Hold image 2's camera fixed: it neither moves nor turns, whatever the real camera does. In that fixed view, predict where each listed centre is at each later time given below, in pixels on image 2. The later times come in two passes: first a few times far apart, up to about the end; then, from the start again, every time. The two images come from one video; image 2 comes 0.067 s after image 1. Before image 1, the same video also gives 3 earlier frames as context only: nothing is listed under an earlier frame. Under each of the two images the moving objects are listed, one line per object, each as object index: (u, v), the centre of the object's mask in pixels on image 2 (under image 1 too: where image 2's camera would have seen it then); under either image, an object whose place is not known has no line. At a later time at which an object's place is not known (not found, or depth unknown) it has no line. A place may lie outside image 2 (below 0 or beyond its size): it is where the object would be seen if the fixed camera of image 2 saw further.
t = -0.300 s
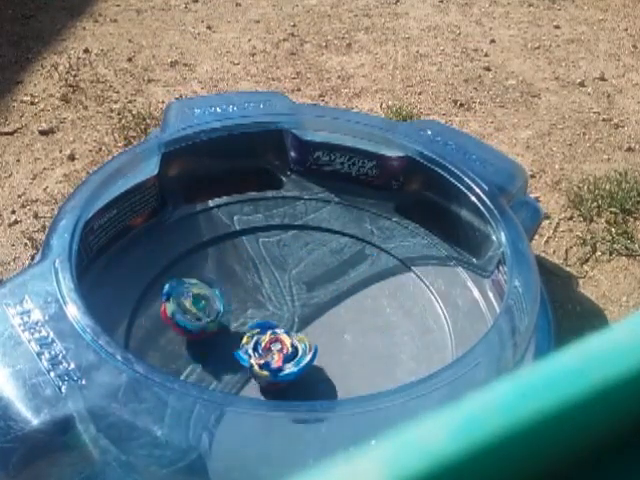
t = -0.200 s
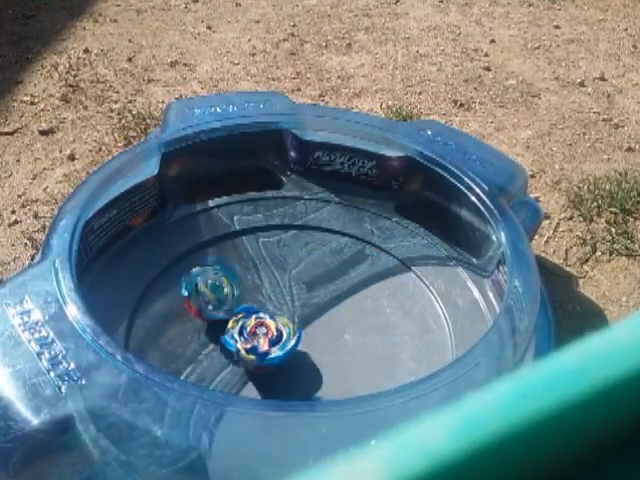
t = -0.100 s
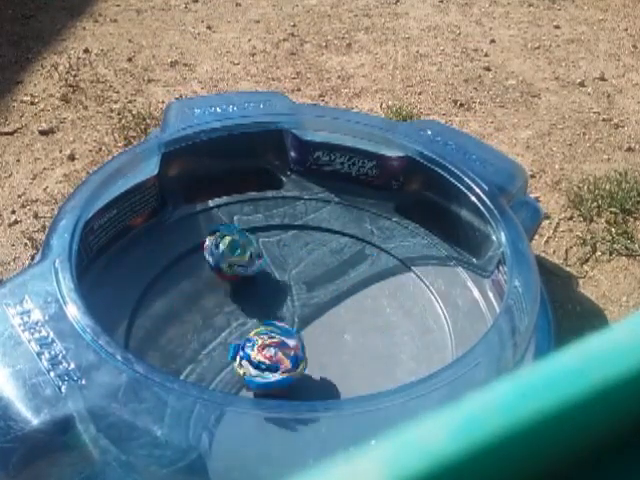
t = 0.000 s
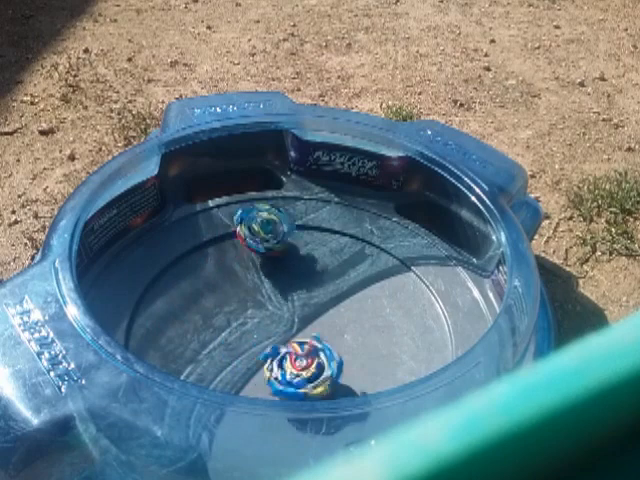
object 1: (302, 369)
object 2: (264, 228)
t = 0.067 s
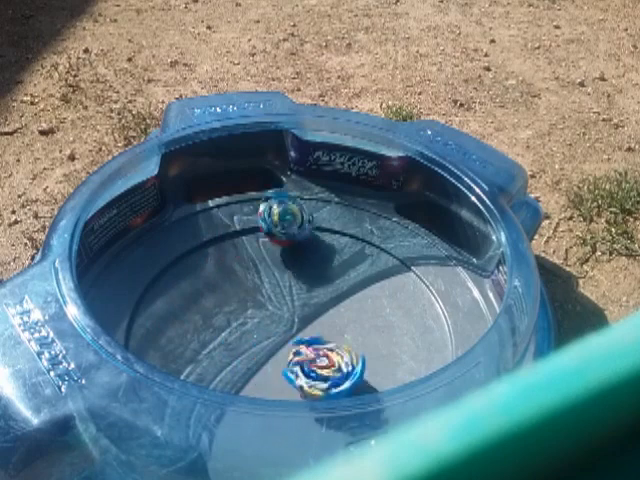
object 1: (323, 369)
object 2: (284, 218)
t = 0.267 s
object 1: (358, 334)
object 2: (346, 237)
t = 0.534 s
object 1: (298, 307)
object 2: (422, 281)
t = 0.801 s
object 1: (262, 350)
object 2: (426, 364)
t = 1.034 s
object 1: (321, 362)
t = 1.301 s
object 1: (319, 309)
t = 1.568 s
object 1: (267, 322)
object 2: (157, 349)
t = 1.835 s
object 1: (308, 356)
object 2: (172, 281)
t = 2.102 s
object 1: (340, 323)
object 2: (252, 245)
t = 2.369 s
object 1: (290, 319)
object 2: (340, 259)
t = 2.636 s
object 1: (296, 357)
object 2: (409, 309)
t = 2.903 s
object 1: (329, 334)
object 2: (422, 380)
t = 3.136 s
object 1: (293, 319)
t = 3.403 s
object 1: (282, 345)
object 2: (254, 387)
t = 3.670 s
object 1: (325, 339)
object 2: (207, 336)
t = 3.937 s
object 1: (313, 313)
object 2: (241, 275)
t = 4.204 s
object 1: (297, 339)
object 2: (313, 259)
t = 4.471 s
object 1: (327, 350)
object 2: (373, 292)
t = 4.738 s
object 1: (290, 348)
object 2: (405, 352)
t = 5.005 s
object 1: (265, 351)
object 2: (348, 387)
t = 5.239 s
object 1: (286, 326)
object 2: (268, 393)
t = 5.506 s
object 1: (316, 311)
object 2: (250, 367)
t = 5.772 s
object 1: (347, 344)
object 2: (223, 284)
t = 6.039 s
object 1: (350, 369)
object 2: (213, 277)
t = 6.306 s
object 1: (337, 376)
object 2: (218, 299)
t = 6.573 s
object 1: (340, 374)
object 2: (229, 292)
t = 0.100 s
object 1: (334, 366)
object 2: (295, 223)
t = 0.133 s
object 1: (342, 361)
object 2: (304, 225)
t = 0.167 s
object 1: (350, 357)
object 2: (315, 227)
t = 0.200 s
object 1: (356, 349)
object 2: (326, 231)
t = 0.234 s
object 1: (357, 342)
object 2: (336, 235)
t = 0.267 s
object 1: (358, 334)
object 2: (346, 237)
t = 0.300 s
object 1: (354, 325)
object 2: (357, 239)
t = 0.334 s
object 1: (349, 320)
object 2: (368, 242)
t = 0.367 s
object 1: (344, 313)
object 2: (380, 246)
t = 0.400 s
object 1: (335, 309)
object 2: (388, 251)
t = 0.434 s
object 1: (326, 307)
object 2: (395, 257)
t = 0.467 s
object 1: (317, 305)
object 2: (402, 265)
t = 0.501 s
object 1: (306, 305)
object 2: (412, 272)
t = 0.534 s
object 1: (298, 307)
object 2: (422, 281)
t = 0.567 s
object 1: (288, 308)
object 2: (424, 290)
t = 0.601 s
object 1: (278, 313)
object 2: (429, 303)
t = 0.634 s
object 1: (272, 317)
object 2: (434, 313)
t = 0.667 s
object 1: (264, 322)
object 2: (436, 324)
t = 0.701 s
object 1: (261, 329)
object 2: (436, 335)
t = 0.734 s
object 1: (260, 335)
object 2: (435, 343)
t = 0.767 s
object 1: (259, 343)
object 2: (430, 351)
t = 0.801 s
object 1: (262, 350)
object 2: (426, 364)
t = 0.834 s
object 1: (267, 356)
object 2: (424, 379)
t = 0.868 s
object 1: (274, 362)
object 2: (418, 385)
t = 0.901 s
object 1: (282, 364)
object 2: (410, 393)
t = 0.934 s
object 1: (292, 367)
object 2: (401, 402)
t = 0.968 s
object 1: (303, 366)
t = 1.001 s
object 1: (312, 366)
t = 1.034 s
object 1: (321, 362)
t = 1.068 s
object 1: (327, 357)
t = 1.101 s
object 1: (333, 350)
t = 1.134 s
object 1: (336, 344)
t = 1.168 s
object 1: (338, 336)
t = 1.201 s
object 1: (334, 323)
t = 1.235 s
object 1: (331, 317)
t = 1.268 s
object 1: (325, 313)
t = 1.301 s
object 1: (319, 309)
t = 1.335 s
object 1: (310, 305)
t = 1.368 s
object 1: (302, 304)
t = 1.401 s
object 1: (294, 305)
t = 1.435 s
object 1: (286, 305)
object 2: (174, 397)
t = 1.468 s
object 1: (279, 309)
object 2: (160, 389)
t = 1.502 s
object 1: (273, 312)
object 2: (173, 365)
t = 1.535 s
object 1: (271, 318)
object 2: (161, 356)
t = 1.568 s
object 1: (267, 322)
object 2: (157, 349)
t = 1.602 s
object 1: (267, 328)
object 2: (151, 341)
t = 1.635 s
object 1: (268, 335)
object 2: (152, 334)
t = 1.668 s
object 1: (271, 340)
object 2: (149, 327)
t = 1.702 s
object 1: (277, 346)
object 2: (153, 318)
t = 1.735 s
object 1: (282, 350)
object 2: (156, 308)
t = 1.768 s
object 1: (291, 354)
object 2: (159, 297)
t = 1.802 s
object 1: (299, 356)
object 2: (167, 290)
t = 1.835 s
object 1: (308, 356)
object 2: (172, 281)
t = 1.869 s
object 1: (319, 357)
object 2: (182, 275)
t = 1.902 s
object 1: (325, 355)
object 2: (189, 269)
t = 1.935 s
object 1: (332, 349)
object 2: (199, 263)
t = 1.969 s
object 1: (338, 344)
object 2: (209, 259)
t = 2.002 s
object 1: (342, 339)
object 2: (219, 253)
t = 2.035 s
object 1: (342, 332)
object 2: (229, 250)
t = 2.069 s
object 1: (343, 327)
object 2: (240, 247)
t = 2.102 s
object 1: (340, 323)
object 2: (252, 245)
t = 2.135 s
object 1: (337, 318)
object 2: (263, 245)
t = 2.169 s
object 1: (332, 315)
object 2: (274, 245)
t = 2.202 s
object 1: (325, 313)
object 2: (285, 247)
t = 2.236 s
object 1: (318, 311)
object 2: (295, 247)
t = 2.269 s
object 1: (310, 311)
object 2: (308, 249)
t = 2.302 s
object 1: (304, 313)
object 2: (318, 253)
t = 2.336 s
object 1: (297, 316)
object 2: (330, 255)
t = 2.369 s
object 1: (290, 319)
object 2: (340, 259)
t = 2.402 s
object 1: (287, 323)
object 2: (350, 264)
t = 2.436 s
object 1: (285, 328)
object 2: (361, 268)
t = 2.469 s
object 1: (282, 334)
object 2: (369, 272)
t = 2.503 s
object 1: (280, 338)
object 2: (379, 278)
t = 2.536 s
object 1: (282, 344)
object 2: (386, 286)
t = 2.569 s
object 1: (286, 350)
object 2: (394, 291)
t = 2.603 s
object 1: (290, 354)
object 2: (402, 300)
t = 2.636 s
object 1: (296, 357)
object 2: (409, 309)
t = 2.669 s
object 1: (303, 359)
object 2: (416, 316)
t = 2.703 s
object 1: (311, 359)
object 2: (420, 326)
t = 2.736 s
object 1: (318, 358)
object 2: (423, 337)
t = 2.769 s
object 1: (324, 355)
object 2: (427, 344)
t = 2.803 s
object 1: (329, 350)
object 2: (426, 350)
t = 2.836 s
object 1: (330, 345)
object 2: (431, 369)
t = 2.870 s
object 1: (330, 338)
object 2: (429, 375)
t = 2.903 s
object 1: (329, 334)
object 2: (422, 380)
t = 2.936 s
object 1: (326, 329)
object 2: (415, 382)
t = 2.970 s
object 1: (322, 325)
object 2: (411, 397)
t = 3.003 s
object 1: (317, 323)
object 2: (400, 400)
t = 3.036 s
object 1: (313, 321)
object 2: (391, 408)
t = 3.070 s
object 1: (306, 320)
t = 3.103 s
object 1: (300, 319)
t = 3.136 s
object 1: (293, 319)
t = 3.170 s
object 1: (287, 321)
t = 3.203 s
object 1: (282, 323)
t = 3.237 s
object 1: (279, 326)
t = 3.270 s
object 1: (277, 330)
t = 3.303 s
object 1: (276, 335)
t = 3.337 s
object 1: (276, 339)
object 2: (270, 420)
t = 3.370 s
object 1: (278, 342)
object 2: (260, 413)
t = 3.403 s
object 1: (282, 345)
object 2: (254, 387)
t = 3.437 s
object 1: (287, 348)
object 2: (242, 384)
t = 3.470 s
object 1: (294, 350)
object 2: (232, 379)
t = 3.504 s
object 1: (300, 350)
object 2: (228, 372)
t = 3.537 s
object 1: (306, 349)
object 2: (220, 369)
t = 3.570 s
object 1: (313, 348)
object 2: (214, 362)
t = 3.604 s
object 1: (317, 344)
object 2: (211, 354)
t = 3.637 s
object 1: (320, 342)
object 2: (209, 345)
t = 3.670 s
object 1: (325, 339)
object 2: (207, 336)
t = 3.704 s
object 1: (327, 334)
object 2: (209, 326)
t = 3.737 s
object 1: (328, 330)
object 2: (211, 318)
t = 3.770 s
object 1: (329, 327)
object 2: (214, 309)
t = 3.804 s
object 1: (328, 322)
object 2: (217, 301)
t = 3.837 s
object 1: (326, 319)
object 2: (222, 294)
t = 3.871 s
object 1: (323, 317)
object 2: (226, 288)
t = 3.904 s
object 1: (318, 315)
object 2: (234, 280)
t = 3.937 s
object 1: (313, 313)
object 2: (241, 275)
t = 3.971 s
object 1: (307, 314)
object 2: (249, 272)
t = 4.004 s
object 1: (303, 316)
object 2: (258, 266)
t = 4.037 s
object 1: (299, 319)
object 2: (266, 262)
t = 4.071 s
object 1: (296, 322)
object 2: (275, 260)
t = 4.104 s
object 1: (293, 326)
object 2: (284, 258)
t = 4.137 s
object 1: (294, 331)
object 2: (294, 259)
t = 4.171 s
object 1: (295, 335)
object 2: (303, 258)
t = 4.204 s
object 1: (297, 339)
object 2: (313, 259)
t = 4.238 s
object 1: (300, 343)
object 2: (322, 260)
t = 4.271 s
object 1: (302, 346)
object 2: (331, 263)
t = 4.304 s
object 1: (306, 349)
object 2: (340, 266)
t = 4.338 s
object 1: (311, 351)
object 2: (347, 269)
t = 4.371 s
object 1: (315, 352)
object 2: (355, 275)
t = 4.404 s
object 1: (320, 352)
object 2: (362, 280)
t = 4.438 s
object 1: (323, 351)
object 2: (368, 287)
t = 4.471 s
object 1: (327, 350)
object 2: (373, 292)
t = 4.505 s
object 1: (329, 347)
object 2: (379, 299)
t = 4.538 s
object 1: (330, 344)
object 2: (383, 306)
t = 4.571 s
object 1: (321, 344)
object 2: (391, 313)
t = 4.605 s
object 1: (316, 345)
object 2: (397, 320)
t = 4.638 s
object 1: (309, 346)
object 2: (400, 327)
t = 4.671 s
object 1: (302, 347)
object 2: (402, 337)
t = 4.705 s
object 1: (298, 348)
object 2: (405, 345)
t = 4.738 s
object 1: (290, 348)
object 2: (405, 352)
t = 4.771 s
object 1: (286, 349)
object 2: (401, 358)
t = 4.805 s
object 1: (279, 350)
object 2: (398, 363)
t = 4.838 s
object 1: (275, 351)
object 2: (392, 369)
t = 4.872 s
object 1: (271, 351)
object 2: (387, 373)
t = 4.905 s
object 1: (267, 350)
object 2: (380, 377)
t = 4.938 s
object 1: (265, 351)
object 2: (367, 381)
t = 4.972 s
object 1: (264, 350)
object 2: (359, 385)
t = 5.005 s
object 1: (265, 351)
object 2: (348, 387)
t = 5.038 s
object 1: (266, 349)
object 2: (334, 390)
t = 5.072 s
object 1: (269, 349)
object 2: (325, 390)
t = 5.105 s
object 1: (271, 346)
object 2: (312, 389)
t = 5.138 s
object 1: (273, 343)
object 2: (304, 389)
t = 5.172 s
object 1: (277, 333)
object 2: (292, 392)
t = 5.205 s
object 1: (282, 328)
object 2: (277, 393)
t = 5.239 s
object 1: (286, 326)
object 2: (268, 393)
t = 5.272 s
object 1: (287, 323)
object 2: (256, 391)
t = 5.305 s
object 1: (289, 319)
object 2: (250, 387)
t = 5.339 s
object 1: (292, 315)
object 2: (247, 384)
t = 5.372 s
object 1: (298, 312)
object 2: (244, 381)
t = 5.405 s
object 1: (304, 311)
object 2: (245, 378)
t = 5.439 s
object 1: (309, 311)
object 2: (244, 374)
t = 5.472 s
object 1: (312, 312)
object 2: (246, 370)
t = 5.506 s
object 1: (316, 311)
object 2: (250, 367)
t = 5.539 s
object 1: (323, 313)
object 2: (254, 360)
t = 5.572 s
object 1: (327, 317)
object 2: (260, 352)
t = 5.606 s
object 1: (330, 321)
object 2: (263, 342)
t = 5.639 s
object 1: (338, 326)
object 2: (254, 329)
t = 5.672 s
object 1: (342, 330)
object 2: (244, 319)
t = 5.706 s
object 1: (344, 334)
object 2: (236, 305)
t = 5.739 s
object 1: (346, 339)
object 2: (232, 295)
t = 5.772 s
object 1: (347, 344)
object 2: (223, 284)
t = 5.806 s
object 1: (348, 348)
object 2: (217, 277)
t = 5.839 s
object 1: (348, 353)
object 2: (211, 274)
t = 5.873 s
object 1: (349, 358)
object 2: (207, 273)
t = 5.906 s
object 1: (349, 361)
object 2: (204, 273)
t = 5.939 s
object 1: (351, 364)
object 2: (204, 273)
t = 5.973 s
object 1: (350, 366)
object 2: (205, 273)
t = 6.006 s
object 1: (351, 367)
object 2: (208, 274)
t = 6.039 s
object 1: (350, 369)
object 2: (213, 277)
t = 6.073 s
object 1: (349, 370)
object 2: (216, 281)
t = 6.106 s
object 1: (348, 371)
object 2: (218, 286)
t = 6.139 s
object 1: (346, 373)
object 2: (217, 293)
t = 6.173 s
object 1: (345, 373)
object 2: (216, 297)
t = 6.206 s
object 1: (343, 374)
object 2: (214, 299)
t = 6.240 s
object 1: (341, 375)
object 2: (213, 300)
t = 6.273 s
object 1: (338, 376)
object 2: (215, 299)
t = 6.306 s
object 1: (337, 376)
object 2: (218, 299)
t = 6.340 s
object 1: (336, 377)
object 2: (222, 297)
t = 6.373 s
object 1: (336, 376)
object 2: (226, 297)
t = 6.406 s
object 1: (336, 376)
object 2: (228, 295)
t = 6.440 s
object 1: (336, 376)
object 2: (229, 293)
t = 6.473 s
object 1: (337, 376)
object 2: (229, 292)
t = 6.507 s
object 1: (338, 376)
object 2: (229, 291)
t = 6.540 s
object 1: (340, 375)
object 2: (229, 291)
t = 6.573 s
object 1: (340, 374)
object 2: (229, 292)
